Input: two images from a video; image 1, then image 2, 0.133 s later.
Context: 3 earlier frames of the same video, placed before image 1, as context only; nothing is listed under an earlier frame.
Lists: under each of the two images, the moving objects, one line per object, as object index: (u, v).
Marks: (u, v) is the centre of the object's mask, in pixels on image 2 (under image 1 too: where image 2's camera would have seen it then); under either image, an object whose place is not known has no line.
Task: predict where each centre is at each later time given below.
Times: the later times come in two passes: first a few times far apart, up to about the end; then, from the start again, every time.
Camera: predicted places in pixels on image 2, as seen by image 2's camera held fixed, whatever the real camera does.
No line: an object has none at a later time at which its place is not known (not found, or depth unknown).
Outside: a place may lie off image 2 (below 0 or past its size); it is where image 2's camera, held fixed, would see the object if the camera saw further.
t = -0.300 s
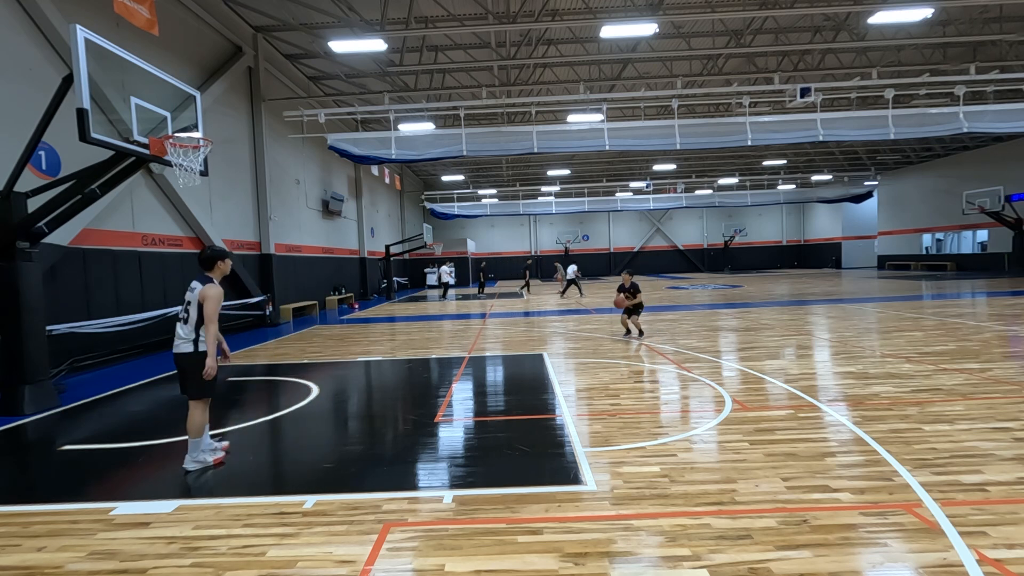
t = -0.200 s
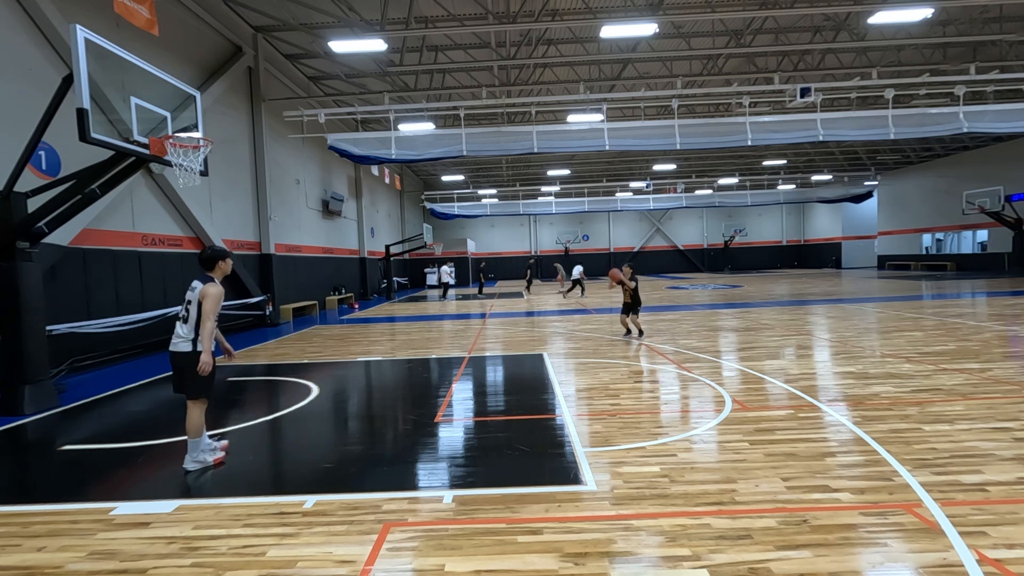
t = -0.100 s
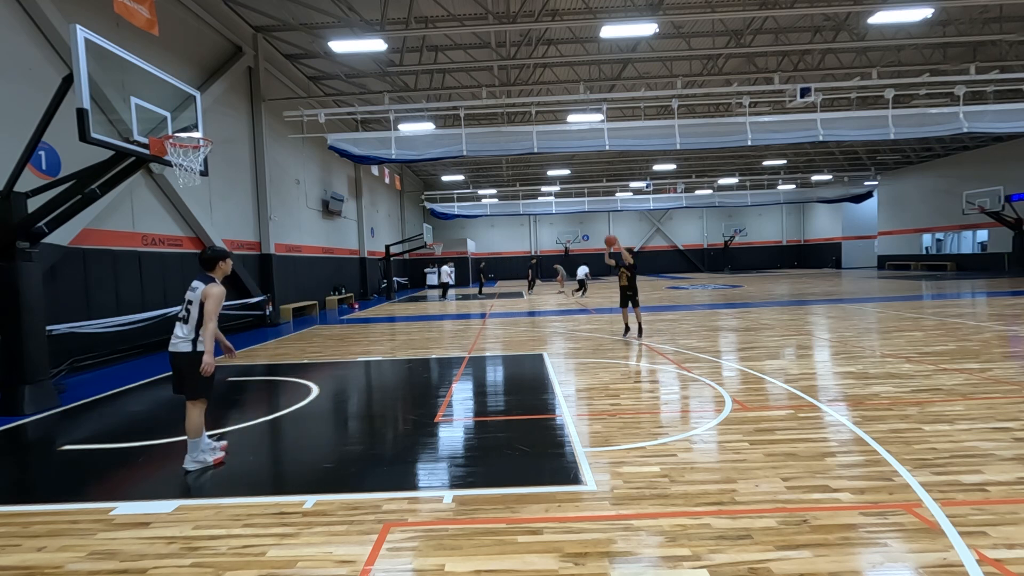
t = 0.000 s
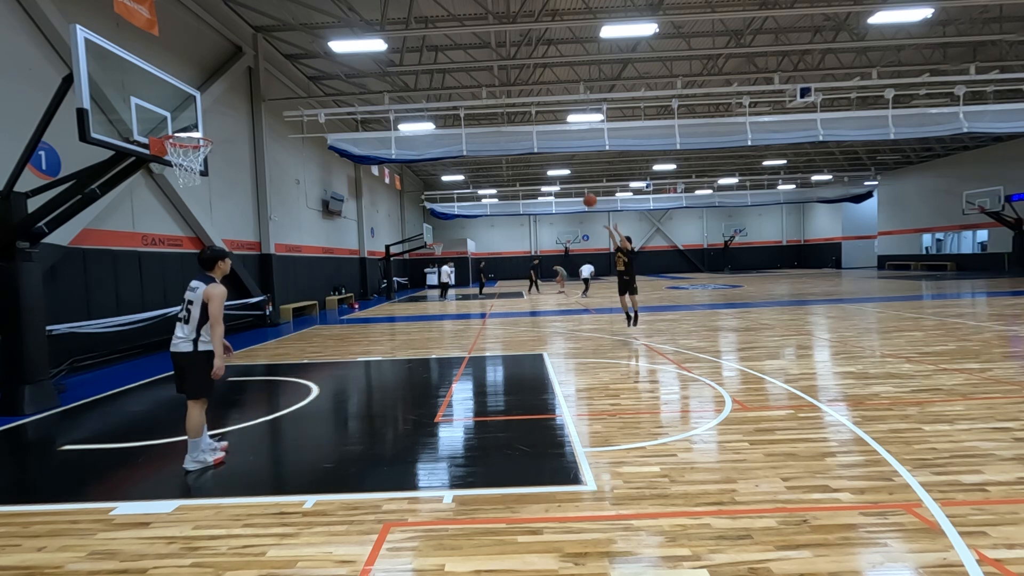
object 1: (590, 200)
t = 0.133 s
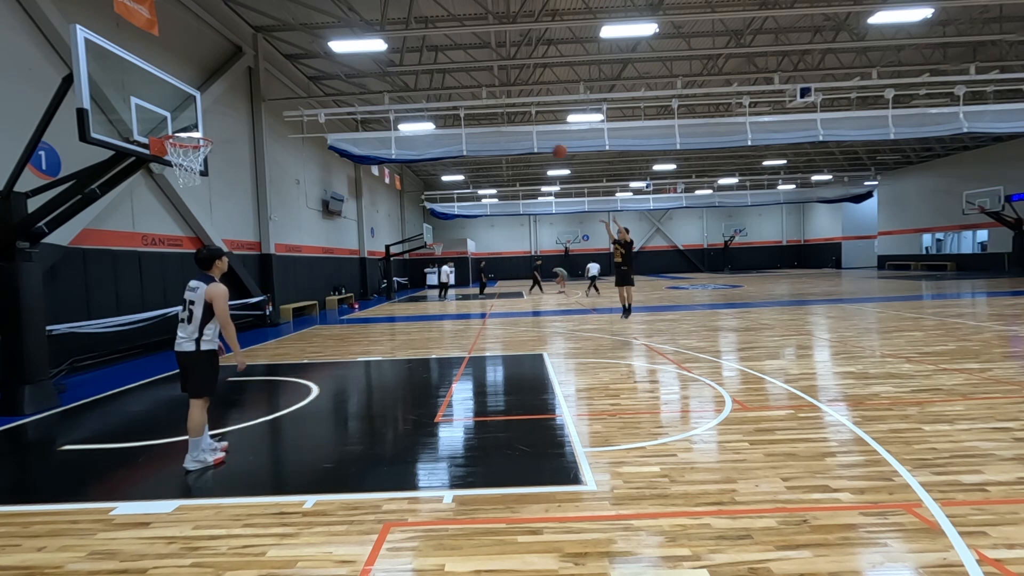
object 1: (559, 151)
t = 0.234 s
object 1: (535, 119)
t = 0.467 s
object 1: (472, 59)
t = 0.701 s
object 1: (400, 30)
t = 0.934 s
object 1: (317, 39)
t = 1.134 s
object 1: (238, 86)
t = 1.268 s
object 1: (178, 141)
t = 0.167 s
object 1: (551, 140)
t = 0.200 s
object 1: (543, 129)
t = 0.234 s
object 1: (535, 119)
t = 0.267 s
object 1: (527, 109)
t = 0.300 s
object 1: (518, 99)
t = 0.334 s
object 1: (509, 91)
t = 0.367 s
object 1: (500, 82)
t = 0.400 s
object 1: (491, 74)
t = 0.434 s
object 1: (481, 67)
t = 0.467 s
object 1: (472, 59)
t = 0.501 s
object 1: (462, 53)
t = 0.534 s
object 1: (452, 48)
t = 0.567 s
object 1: (442, 43)
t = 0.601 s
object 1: (431, 39)
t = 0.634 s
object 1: (421, 35)
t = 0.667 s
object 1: (411, 32)
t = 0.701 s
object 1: (400, 30)
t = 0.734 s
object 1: (388, 29)
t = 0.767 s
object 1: (377, 27)
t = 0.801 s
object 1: (365, 27)
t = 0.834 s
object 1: (353, 27)
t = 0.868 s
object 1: (341, 31)
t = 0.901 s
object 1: (328, 34)
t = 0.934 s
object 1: (317, 39)
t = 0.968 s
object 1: (304, 44)
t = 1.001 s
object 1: (292, 50)
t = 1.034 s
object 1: (279, 57)
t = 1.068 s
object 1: (265, 66)
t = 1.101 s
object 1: (251, 75)
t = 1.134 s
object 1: (238, 86)
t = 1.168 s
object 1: (224, 97)
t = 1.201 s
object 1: (209, 110)
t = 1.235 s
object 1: (194, 125)
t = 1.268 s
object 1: (178, 141)
